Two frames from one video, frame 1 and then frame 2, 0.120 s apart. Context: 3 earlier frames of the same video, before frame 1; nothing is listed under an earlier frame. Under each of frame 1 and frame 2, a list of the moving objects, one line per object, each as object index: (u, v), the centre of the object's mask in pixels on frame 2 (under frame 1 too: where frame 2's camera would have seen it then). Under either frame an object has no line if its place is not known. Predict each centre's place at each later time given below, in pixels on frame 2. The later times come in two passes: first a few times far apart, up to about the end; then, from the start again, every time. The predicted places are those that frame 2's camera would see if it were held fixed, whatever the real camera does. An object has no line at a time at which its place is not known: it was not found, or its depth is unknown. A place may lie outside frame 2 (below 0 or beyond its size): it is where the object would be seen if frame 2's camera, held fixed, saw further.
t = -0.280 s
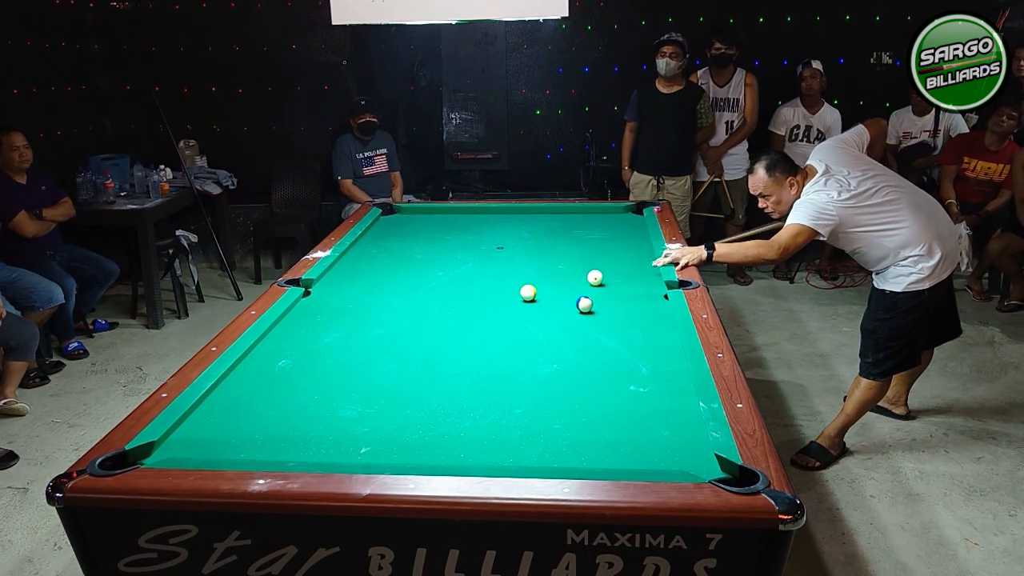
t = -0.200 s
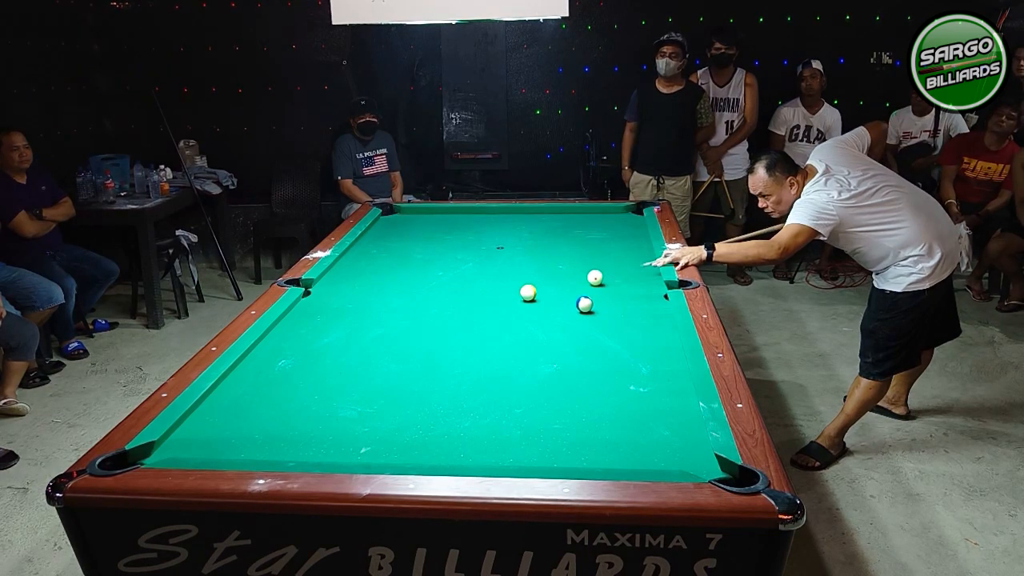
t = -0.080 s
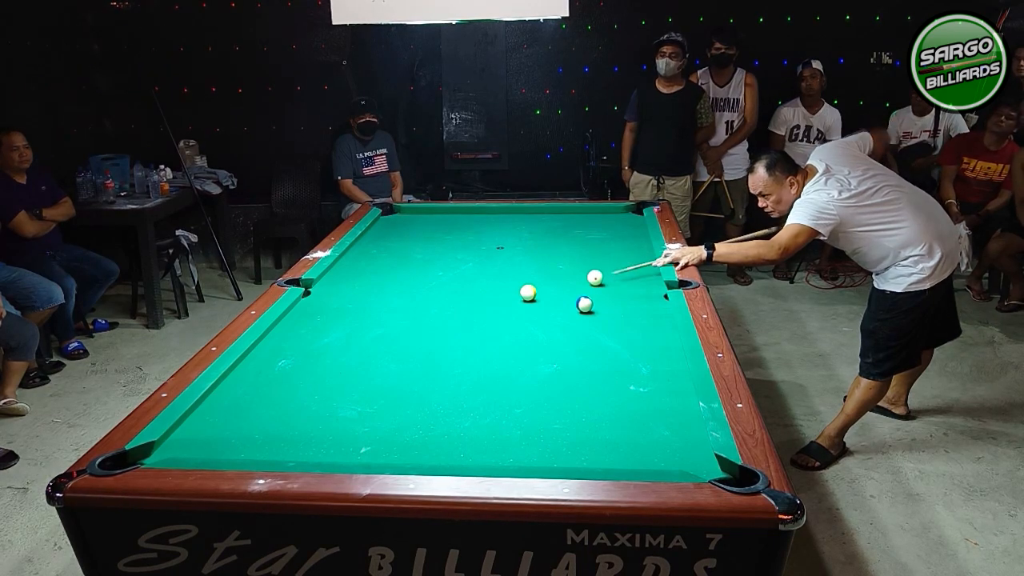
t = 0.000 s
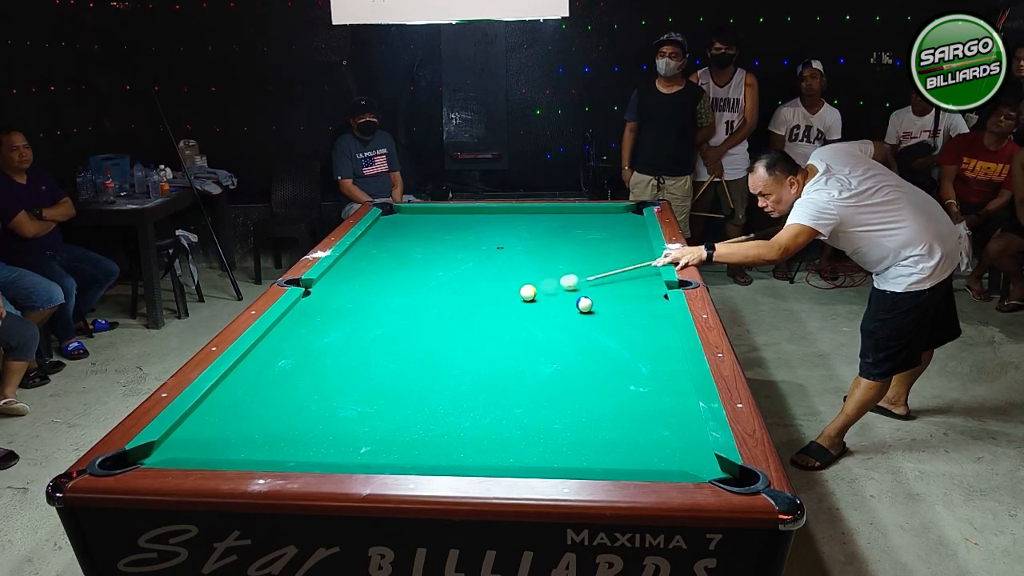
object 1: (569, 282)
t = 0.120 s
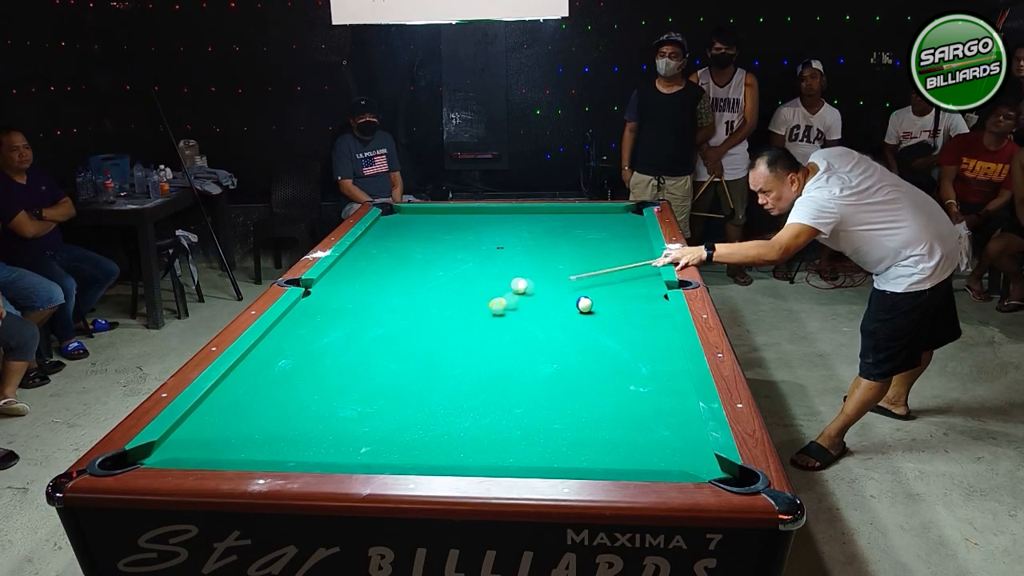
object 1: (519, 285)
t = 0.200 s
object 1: (506, 283)
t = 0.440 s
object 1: (468, 277)
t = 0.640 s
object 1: (437, 271)
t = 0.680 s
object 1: (433, 271)
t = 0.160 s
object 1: (512, 284)
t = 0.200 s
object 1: (506, 283)
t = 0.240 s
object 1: (501, 282)
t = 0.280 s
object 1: (492, 281)
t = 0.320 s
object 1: (489, 280)
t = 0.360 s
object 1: (479, 278)
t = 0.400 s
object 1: (473, 278)
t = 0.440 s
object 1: (468, 277)
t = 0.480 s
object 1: (460, 275)
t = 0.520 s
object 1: (454, 274)
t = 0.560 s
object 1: (448, 273)
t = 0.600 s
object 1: (443, 272)
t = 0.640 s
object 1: (437, 271)
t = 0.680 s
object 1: (433, 271)
